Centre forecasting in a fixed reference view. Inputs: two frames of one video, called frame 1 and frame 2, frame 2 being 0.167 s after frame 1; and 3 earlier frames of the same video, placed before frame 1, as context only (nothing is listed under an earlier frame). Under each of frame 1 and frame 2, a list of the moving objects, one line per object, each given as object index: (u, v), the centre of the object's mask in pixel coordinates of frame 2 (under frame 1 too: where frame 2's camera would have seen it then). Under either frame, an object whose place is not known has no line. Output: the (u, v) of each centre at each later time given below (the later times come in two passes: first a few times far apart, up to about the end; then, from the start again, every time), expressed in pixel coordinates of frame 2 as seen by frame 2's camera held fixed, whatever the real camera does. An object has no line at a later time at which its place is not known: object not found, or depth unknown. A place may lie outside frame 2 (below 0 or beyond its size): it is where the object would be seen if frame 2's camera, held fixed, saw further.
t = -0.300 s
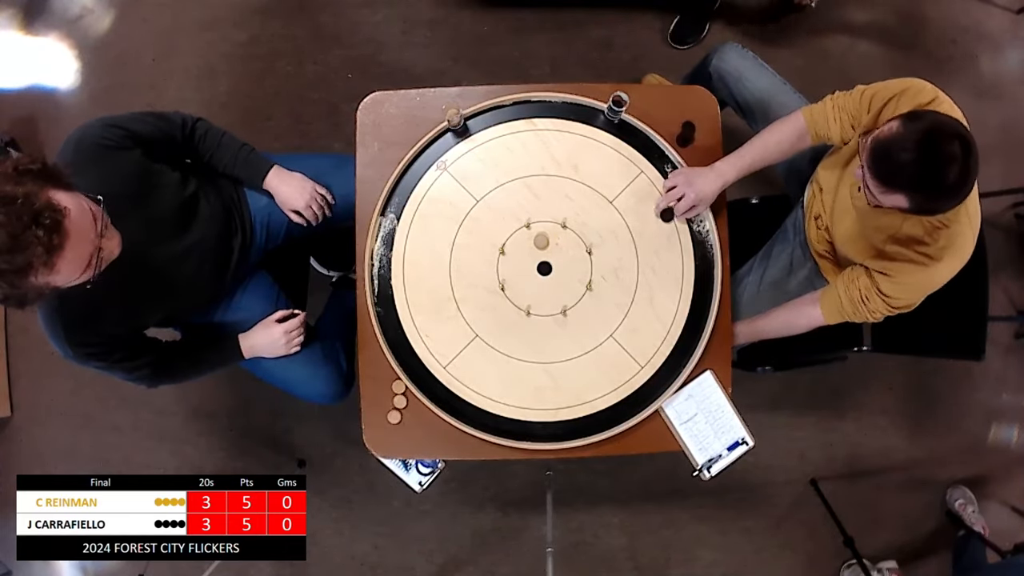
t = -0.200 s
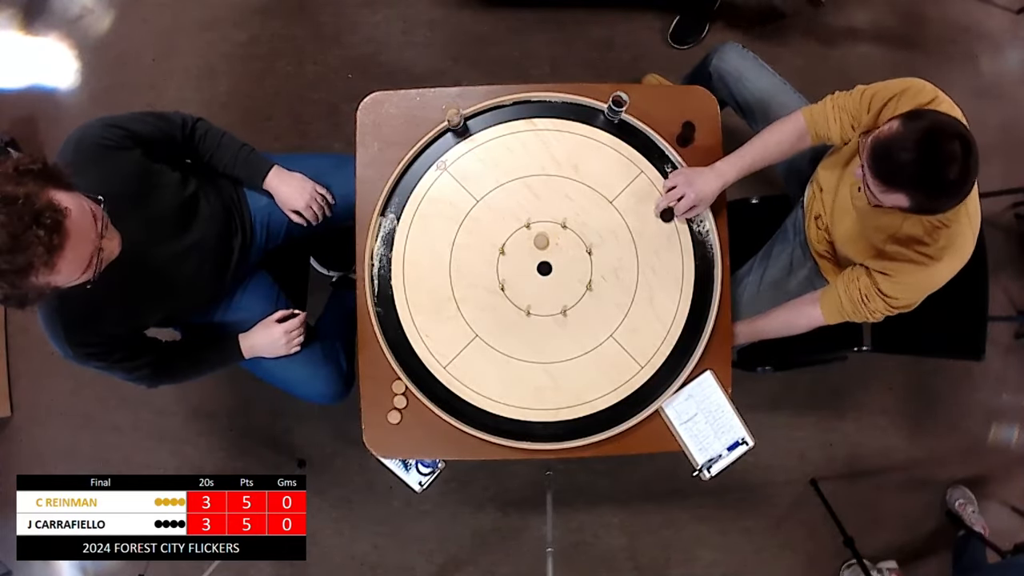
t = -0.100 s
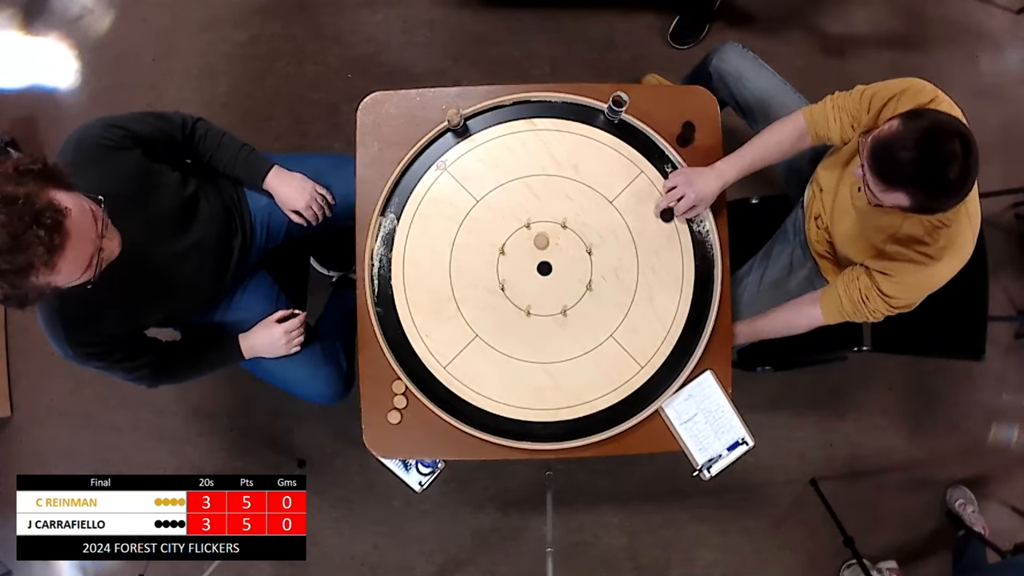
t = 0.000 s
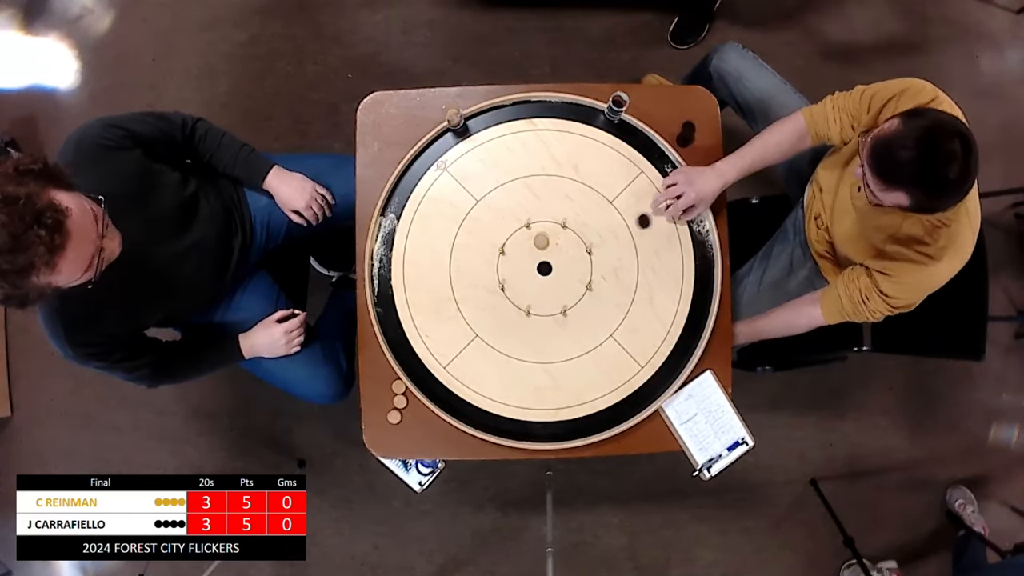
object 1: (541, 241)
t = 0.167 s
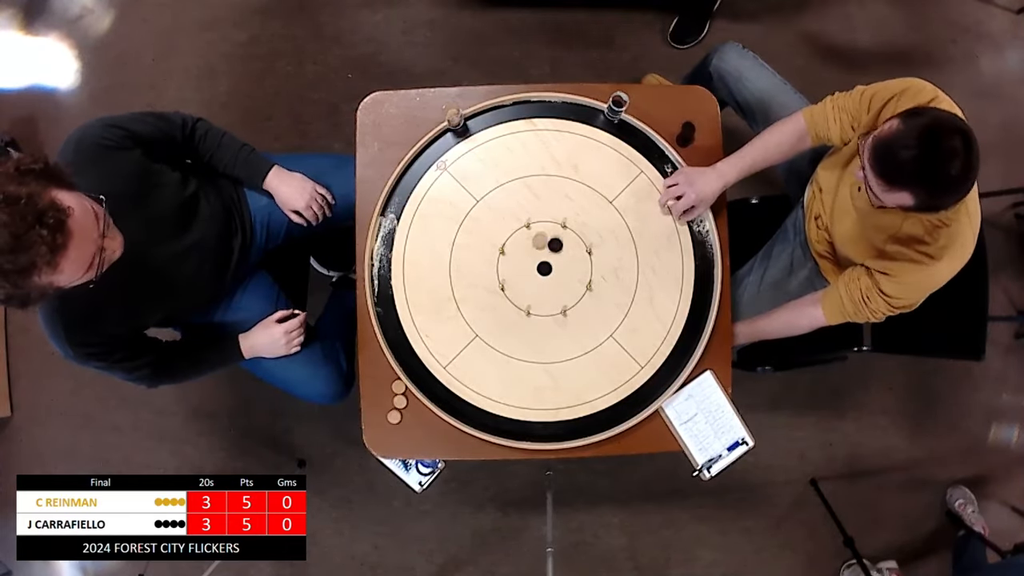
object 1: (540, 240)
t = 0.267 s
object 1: (496, 237)
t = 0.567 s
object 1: (403, 228)
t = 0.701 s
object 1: (385, 225)
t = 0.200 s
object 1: (524, 239)
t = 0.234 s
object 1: (510, 238)
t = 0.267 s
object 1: (496, 237)
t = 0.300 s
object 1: (484, 236)
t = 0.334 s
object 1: (471, 234)
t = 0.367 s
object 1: (460, 233)
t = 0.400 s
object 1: (448, 232)
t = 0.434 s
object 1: (438, 231)
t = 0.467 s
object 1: (428, 230)
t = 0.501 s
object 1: (419, 229)
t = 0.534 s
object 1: (411, 228)
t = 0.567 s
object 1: (403, 228)
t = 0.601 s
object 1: (396, 227)
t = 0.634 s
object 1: (390, 225)
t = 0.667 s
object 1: (384, 225)
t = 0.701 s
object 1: (385, 225)
